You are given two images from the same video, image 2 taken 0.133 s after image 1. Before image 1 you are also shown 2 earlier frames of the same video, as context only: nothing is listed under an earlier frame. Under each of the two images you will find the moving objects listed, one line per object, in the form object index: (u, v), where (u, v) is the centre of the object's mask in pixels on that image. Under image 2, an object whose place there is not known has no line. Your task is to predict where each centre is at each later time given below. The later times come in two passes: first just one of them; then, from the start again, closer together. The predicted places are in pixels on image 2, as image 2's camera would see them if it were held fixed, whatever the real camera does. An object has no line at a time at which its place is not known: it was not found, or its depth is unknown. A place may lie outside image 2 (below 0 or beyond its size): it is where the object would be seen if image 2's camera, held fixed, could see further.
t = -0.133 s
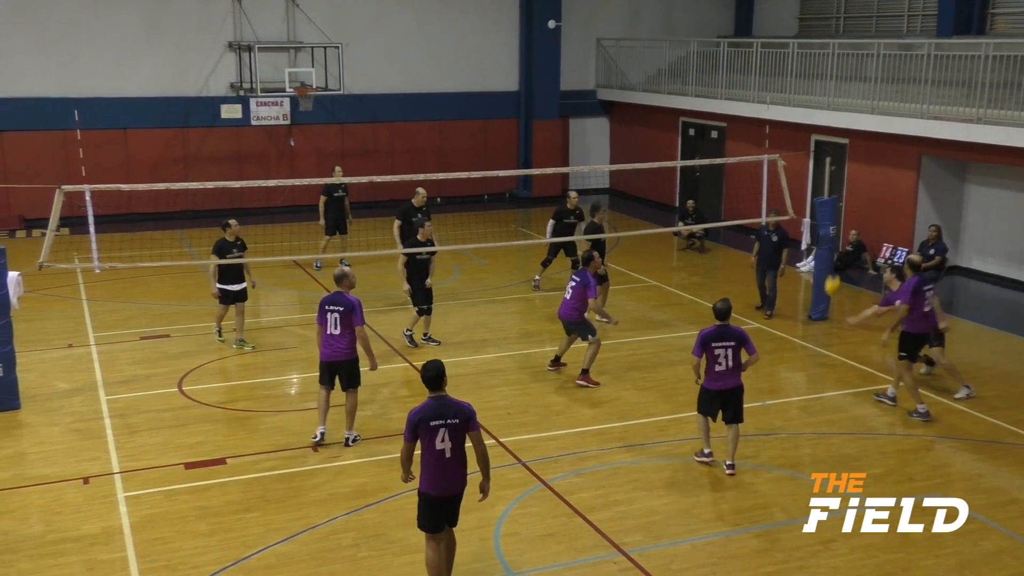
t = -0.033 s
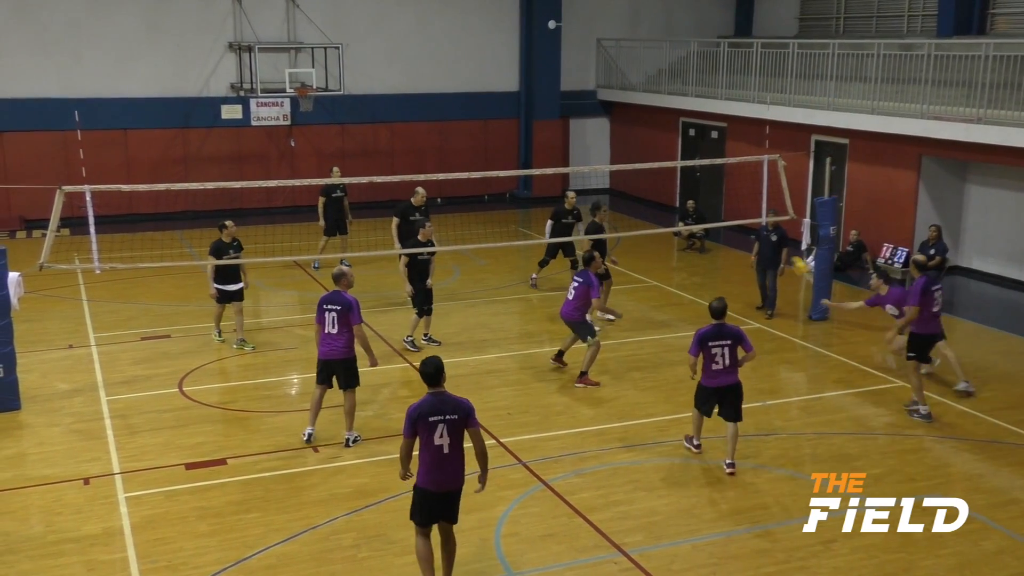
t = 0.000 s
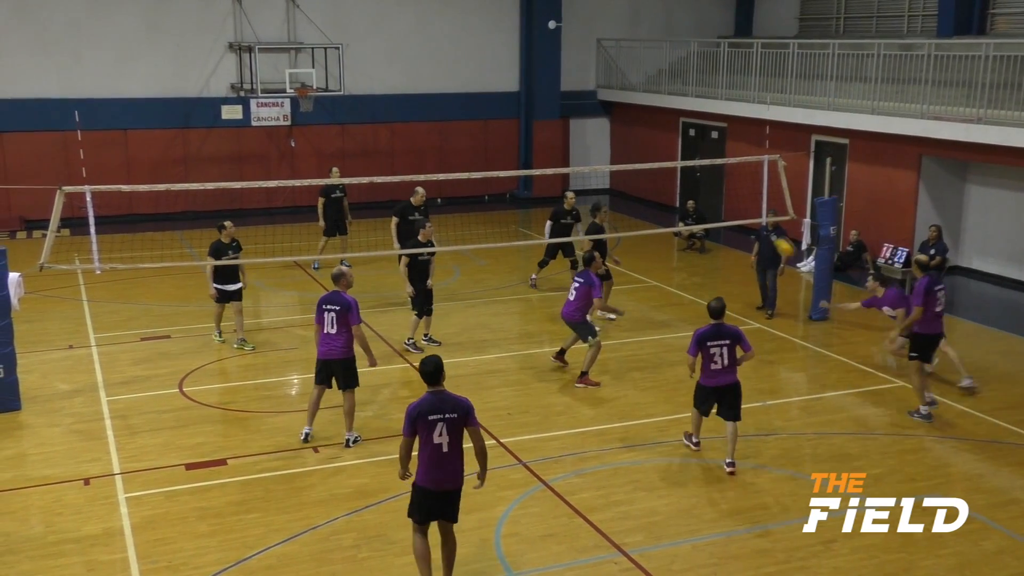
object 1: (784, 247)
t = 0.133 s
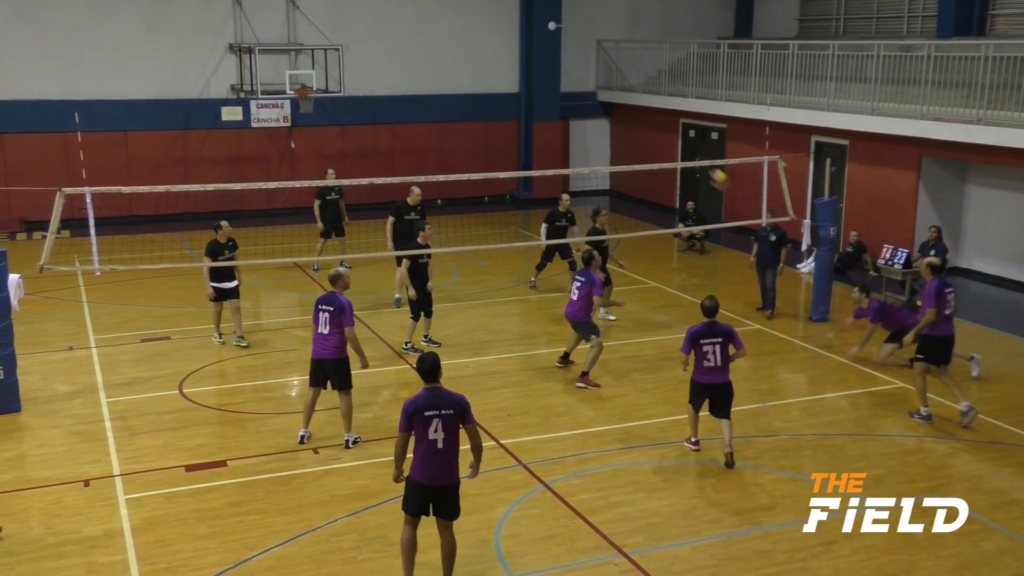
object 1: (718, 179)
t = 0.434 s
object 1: (570, 78)
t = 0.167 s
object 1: (701, 163)
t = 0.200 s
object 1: (685, 148)
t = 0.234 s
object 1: (668, 135)
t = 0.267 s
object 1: (651, 124)
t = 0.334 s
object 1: (618, 103)
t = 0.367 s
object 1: (601, 94)
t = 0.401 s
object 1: (586, 86)
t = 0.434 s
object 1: (570, 78)
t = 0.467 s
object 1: (553, 72)
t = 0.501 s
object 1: (538, 67)
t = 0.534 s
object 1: (522, 62)
